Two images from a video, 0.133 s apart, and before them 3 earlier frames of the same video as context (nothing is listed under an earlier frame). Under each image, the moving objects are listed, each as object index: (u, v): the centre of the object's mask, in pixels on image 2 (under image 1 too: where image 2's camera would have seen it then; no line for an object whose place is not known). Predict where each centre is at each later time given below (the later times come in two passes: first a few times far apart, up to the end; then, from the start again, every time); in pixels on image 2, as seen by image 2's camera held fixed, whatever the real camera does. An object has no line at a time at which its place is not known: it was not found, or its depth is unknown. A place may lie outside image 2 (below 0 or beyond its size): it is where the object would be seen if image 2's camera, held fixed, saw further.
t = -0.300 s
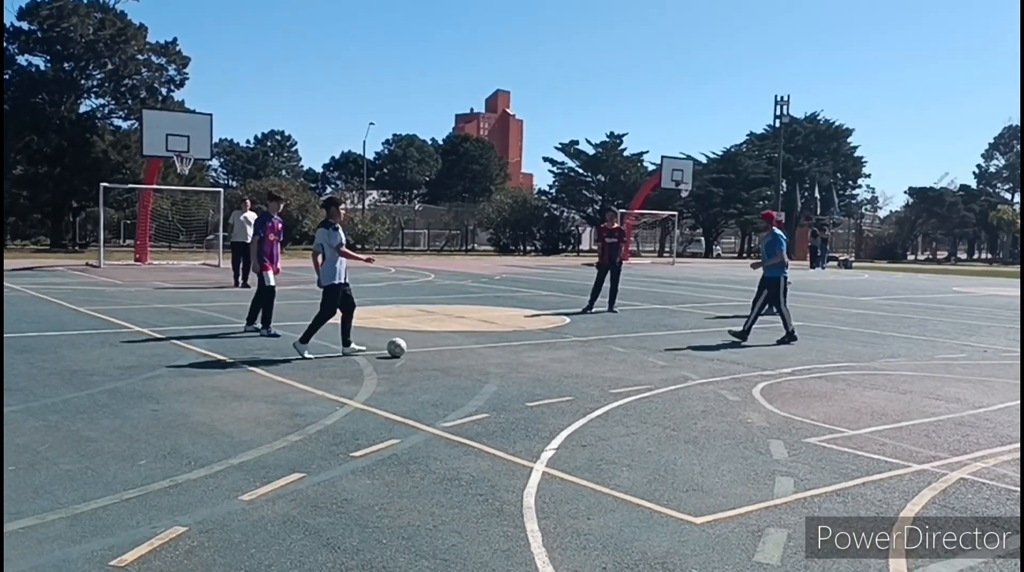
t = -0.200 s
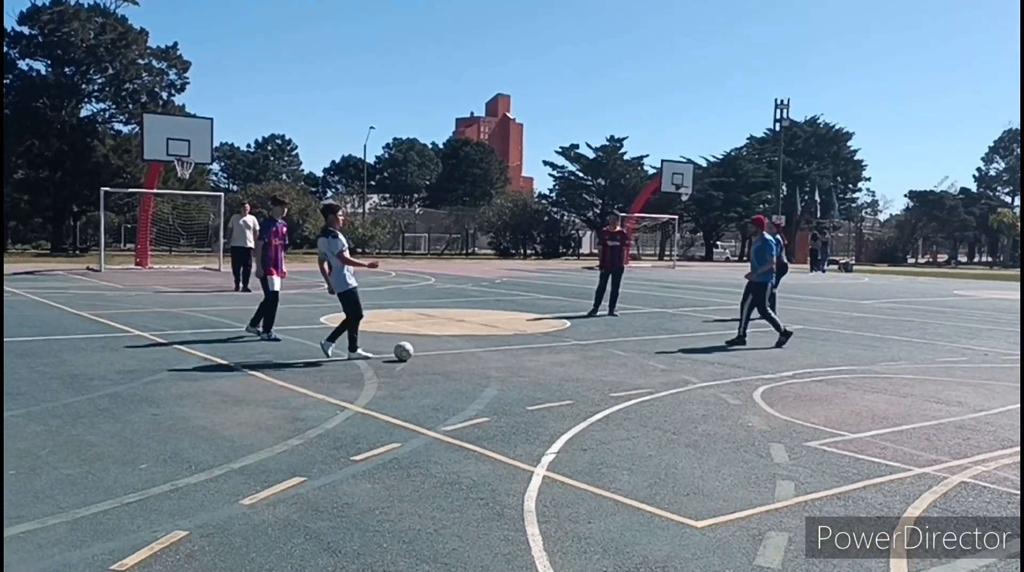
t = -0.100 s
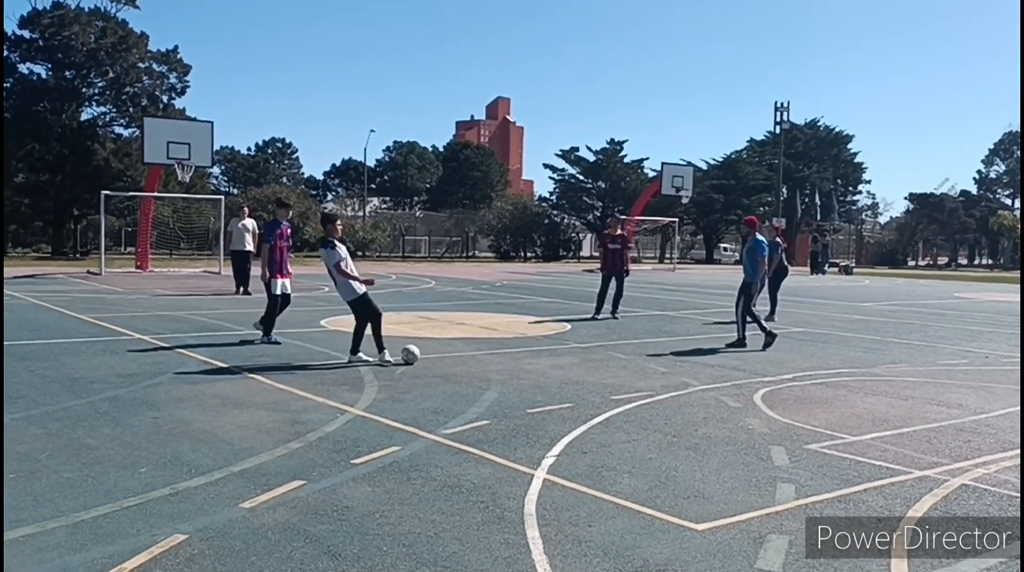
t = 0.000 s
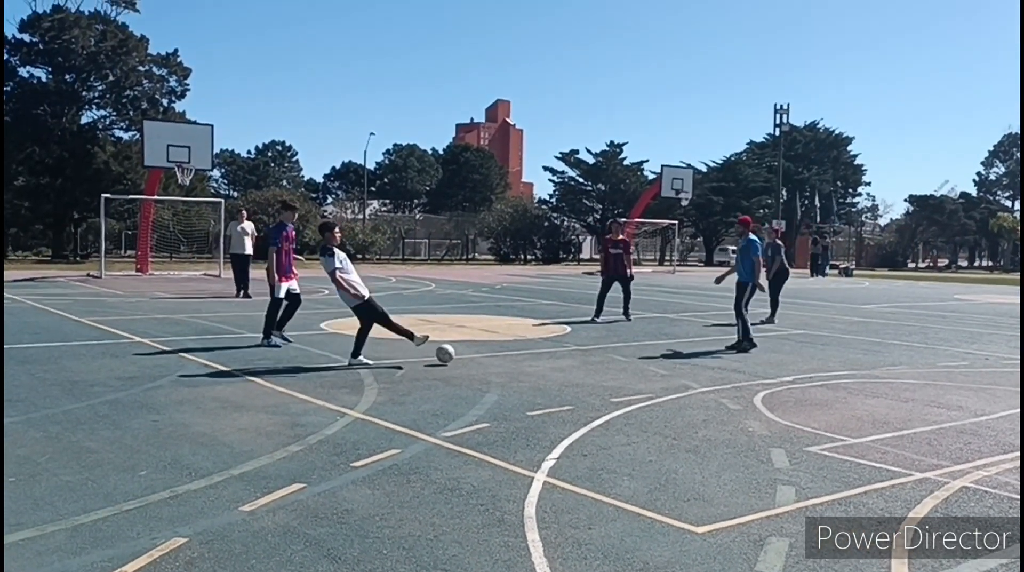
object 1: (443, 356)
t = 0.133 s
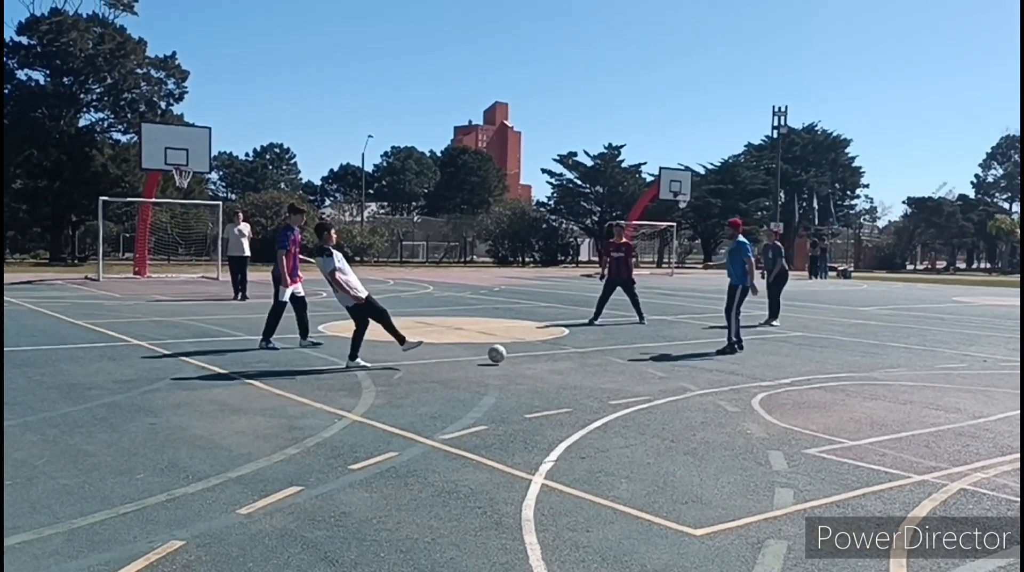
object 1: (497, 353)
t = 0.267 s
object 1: (539, 350)
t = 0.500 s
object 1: (603, 349)
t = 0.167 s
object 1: (509, 354)
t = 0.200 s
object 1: (519, 352)
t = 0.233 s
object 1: (530, 351)
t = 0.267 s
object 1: (539, 350)
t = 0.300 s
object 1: (549, 350)
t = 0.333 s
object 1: (559, 352)
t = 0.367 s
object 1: (568, 350)
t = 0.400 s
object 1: (577, 348)
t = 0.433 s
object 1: (586, 348)
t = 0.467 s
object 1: (594, 349)
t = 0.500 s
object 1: (603, 349)
